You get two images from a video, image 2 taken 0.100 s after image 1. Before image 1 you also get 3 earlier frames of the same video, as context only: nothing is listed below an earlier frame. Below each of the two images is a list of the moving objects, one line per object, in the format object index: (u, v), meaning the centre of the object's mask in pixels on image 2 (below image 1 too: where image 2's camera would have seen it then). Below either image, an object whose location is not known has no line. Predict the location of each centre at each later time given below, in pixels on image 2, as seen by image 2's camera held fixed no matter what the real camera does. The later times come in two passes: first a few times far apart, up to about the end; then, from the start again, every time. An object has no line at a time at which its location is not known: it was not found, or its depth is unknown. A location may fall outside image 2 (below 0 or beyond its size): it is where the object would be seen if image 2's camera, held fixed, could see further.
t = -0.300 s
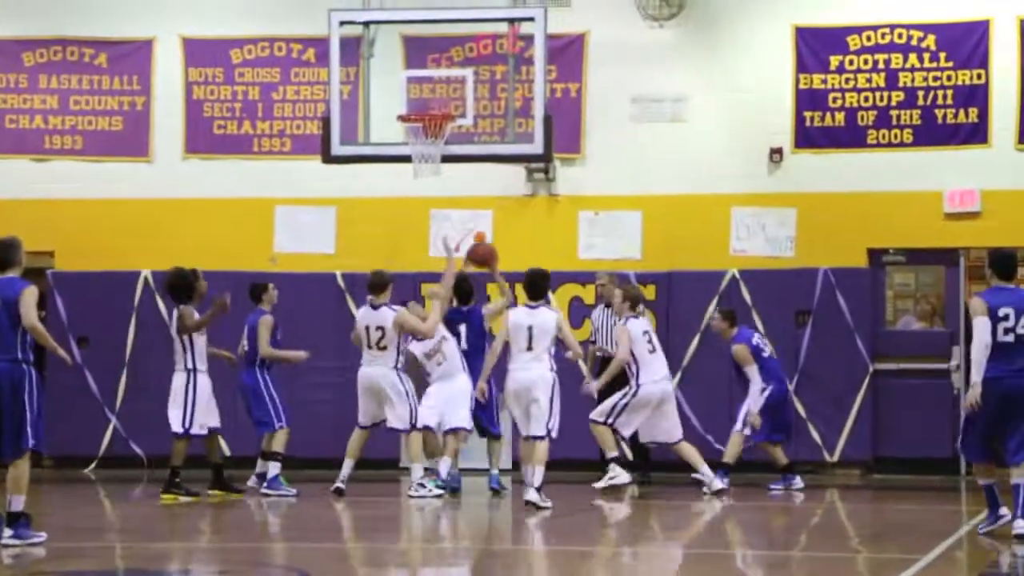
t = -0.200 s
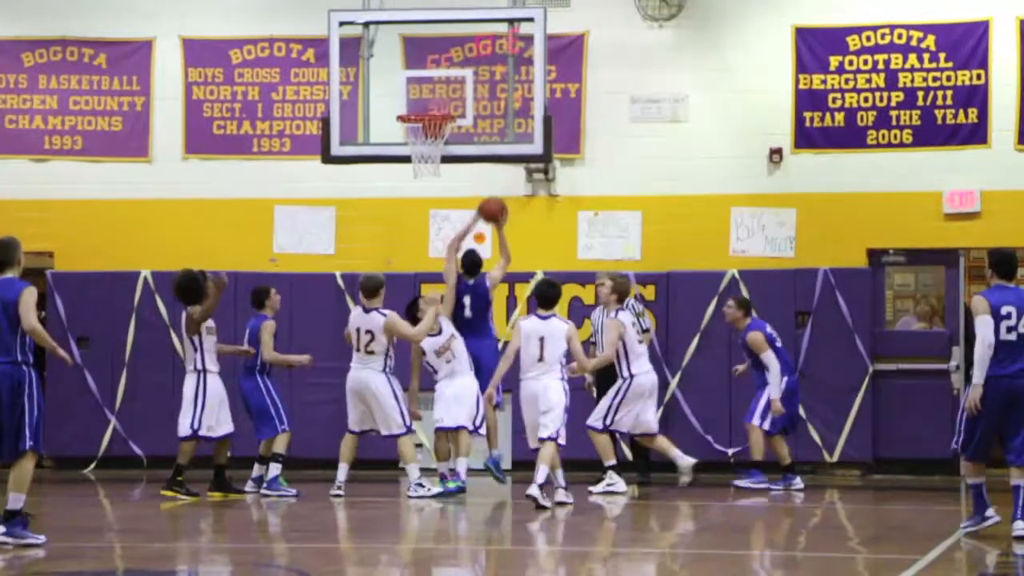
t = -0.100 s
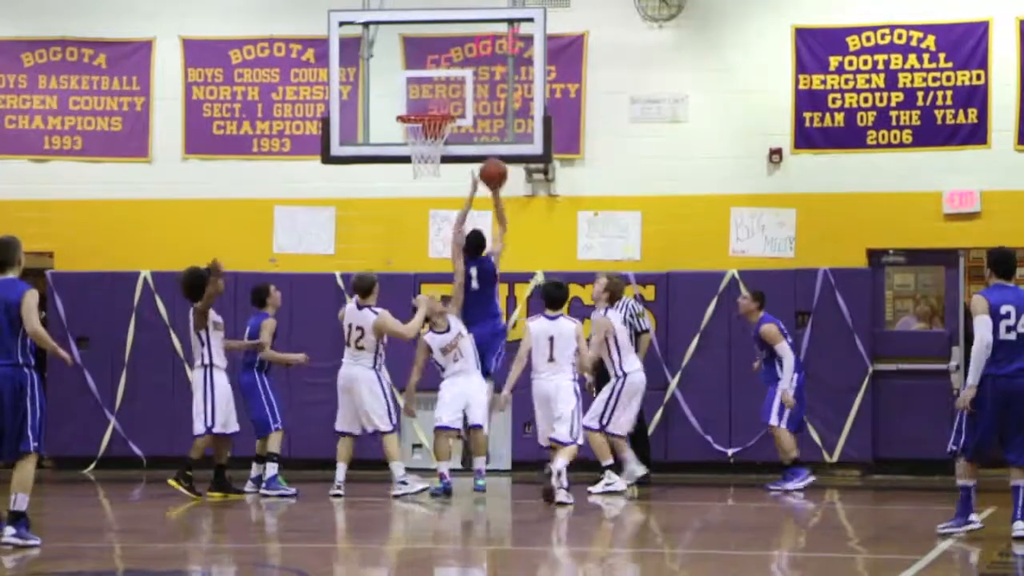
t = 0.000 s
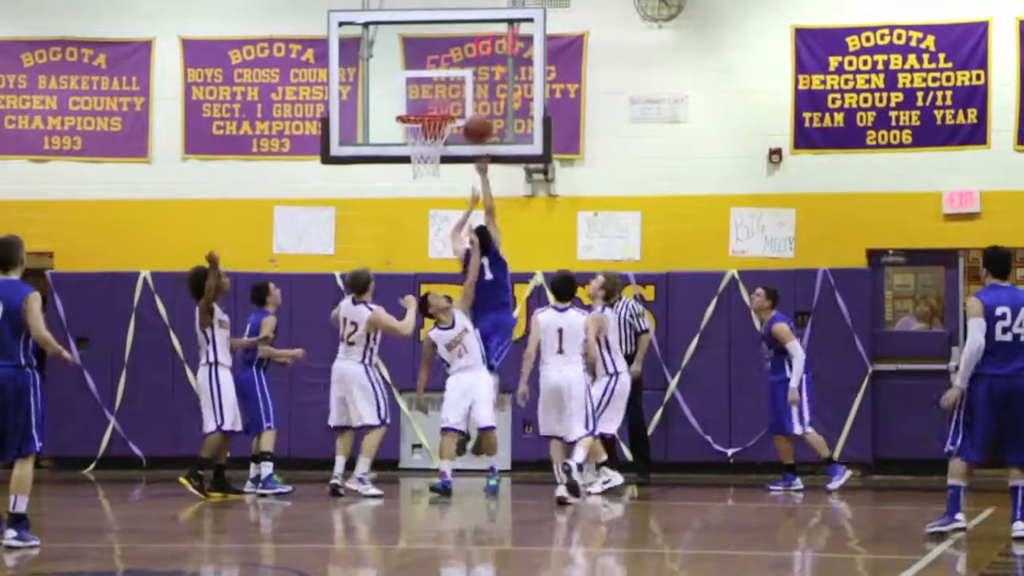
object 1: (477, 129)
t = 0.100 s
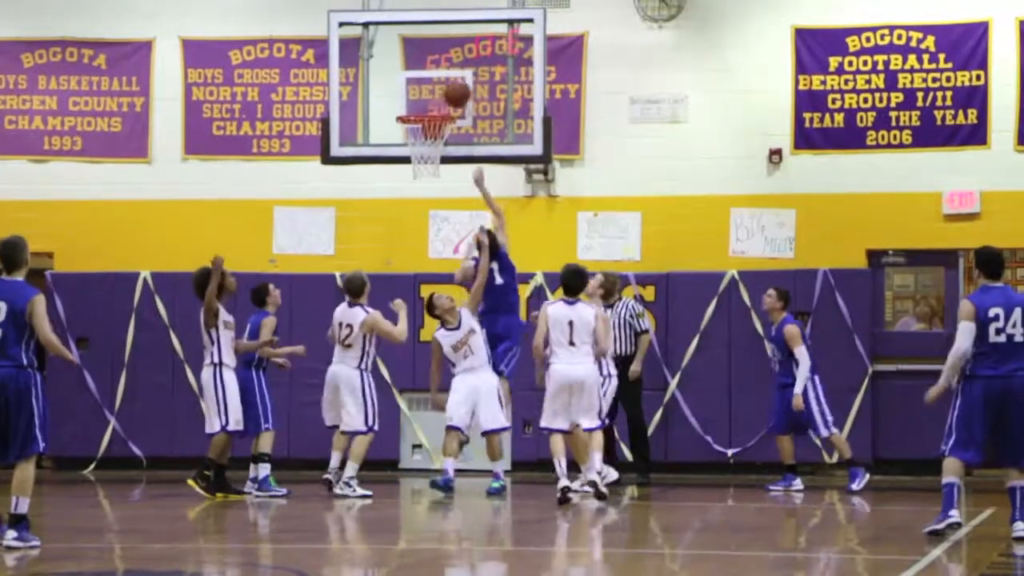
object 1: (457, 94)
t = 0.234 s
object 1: (431, 63)
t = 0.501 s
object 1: (387, 73)
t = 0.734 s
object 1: (355, 153)
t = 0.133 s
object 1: (450, 84)
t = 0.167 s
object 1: (443, 76)
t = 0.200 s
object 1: (437, 68)
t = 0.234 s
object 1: (431, 63)
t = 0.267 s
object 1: (425, 60)
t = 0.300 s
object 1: (419, 57)
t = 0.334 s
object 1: (411, 56)
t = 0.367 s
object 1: (406, 56)
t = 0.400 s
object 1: (401, 58)
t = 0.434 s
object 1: (397, 61)
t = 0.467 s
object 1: (392, 66)
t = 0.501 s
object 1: (387, 73)
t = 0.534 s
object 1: (382, 81)
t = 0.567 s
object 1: (378, 90)
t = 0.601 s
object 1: (373, 100)
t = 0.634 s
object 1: (369, 112)
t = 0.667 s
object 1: (364, 126)
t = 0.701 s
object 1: (360, 139)
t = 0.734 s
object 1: (355, 153)
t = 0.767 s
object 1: (350, 170)
